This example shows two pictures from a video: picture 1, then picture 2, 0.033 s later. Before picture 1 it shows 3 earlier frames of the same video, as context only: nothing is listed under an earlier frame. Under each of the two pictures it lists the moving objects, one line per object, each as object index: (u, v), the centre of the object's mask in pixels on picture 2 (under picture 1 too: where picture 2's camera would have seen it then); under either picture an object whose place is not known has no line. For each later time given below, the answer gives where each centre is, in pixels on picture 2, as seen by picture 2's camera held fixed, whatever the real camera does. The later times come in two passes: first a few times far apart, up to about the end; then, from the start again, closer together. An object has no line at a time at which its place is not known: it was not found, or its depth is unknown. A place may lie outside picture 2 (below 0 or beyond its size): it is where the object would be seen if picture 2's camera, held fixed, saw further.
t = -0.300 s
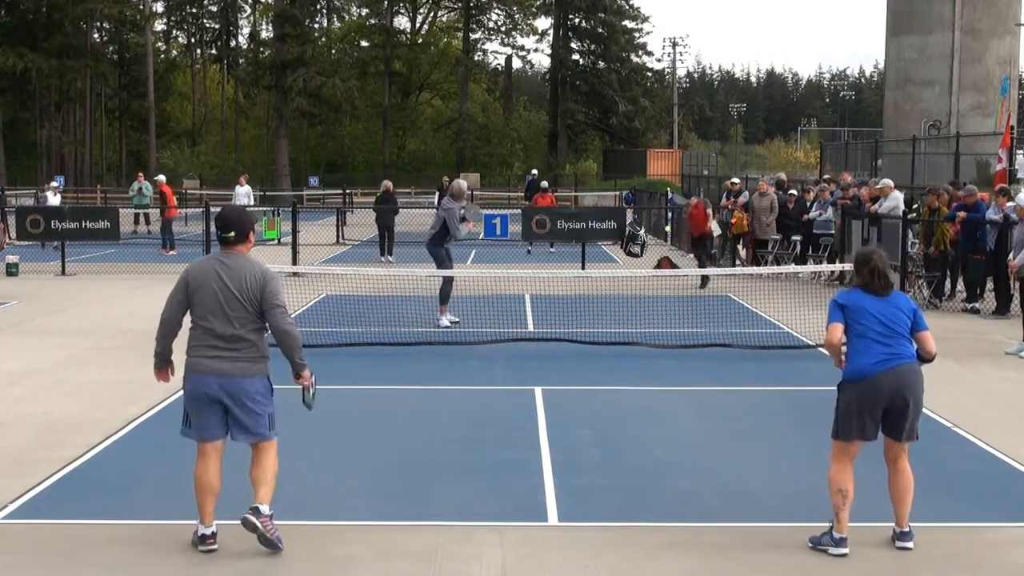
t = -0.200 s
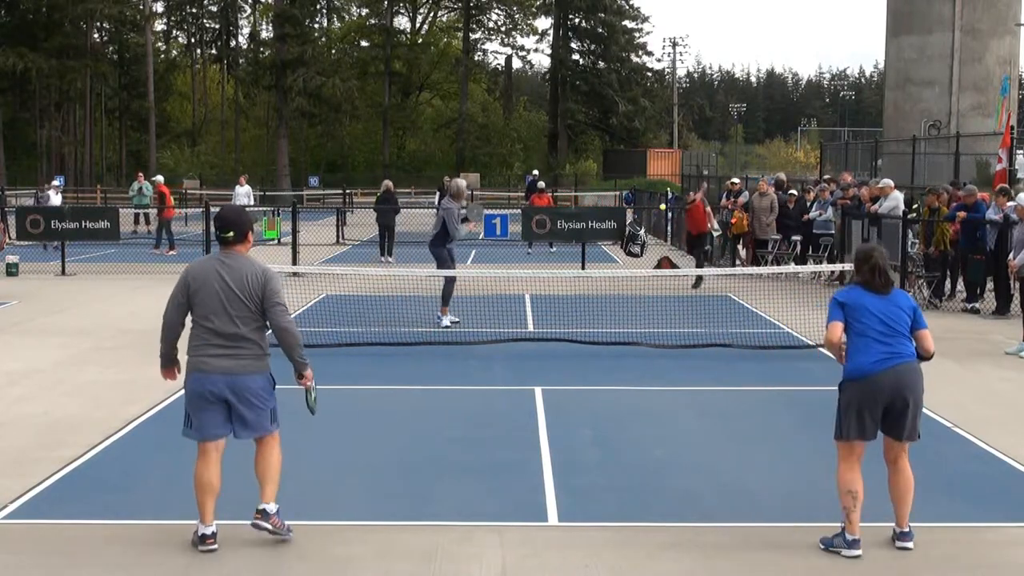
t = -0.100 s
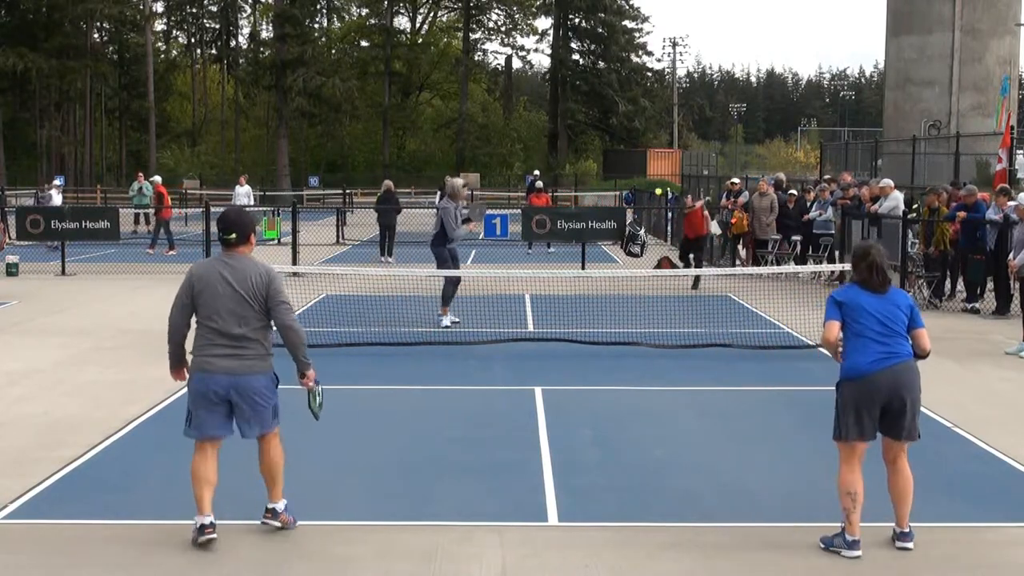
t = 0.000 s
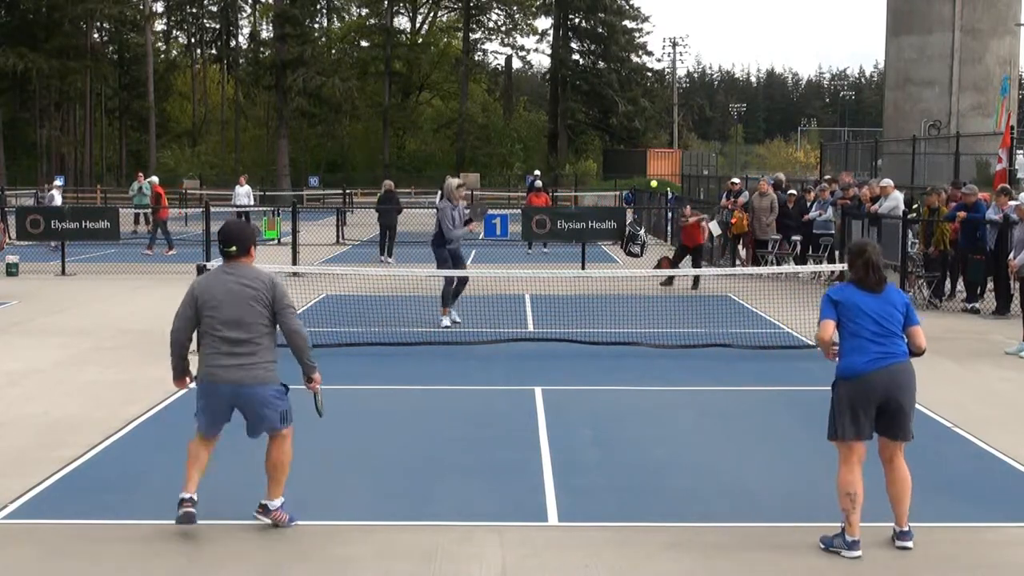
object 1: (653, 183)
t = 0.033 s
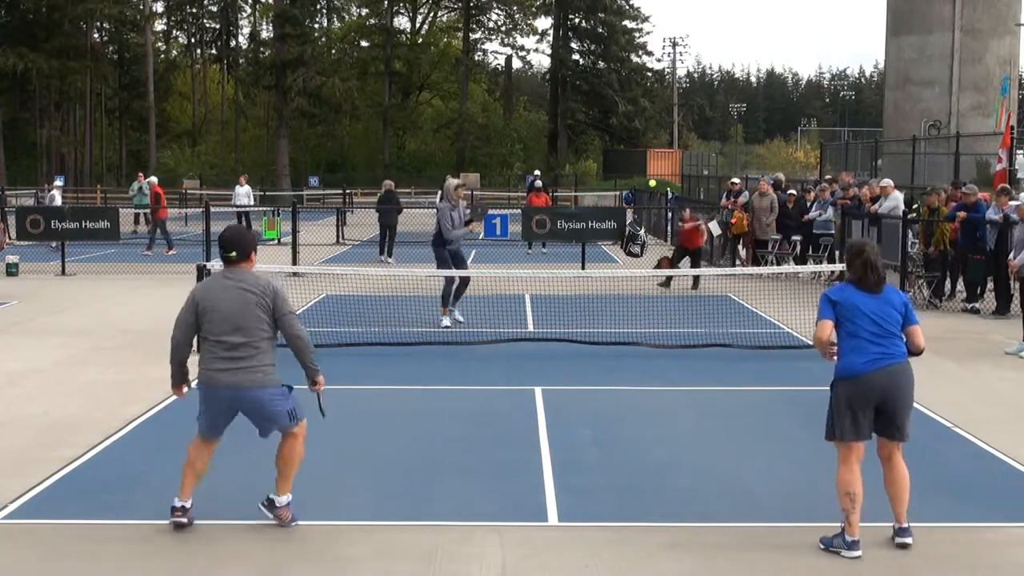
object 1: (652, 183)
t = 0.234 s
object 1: (643, 207)
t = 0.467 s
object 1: (626, 320)
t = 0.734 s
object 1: (610, 444)
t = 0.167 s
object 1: (646, 193)
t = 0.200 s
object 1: (644, 199)
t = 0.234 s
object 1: (643, 207)
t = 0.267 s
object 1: (641, 217)
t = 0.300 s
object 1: (639, 229)
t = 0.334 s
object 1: (636, 242)
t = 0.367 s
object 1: (634, 258)
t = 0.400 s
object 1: (632, 276)
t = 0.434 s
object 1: (629, 297)
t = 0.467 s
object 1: (626, 320)
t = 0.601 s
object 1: (613, 446)
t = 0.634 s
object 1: (610, 479)
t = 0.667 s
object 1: (610, 465)
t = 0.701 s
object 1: (610, 453)
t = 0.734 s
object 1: (610, 444)
